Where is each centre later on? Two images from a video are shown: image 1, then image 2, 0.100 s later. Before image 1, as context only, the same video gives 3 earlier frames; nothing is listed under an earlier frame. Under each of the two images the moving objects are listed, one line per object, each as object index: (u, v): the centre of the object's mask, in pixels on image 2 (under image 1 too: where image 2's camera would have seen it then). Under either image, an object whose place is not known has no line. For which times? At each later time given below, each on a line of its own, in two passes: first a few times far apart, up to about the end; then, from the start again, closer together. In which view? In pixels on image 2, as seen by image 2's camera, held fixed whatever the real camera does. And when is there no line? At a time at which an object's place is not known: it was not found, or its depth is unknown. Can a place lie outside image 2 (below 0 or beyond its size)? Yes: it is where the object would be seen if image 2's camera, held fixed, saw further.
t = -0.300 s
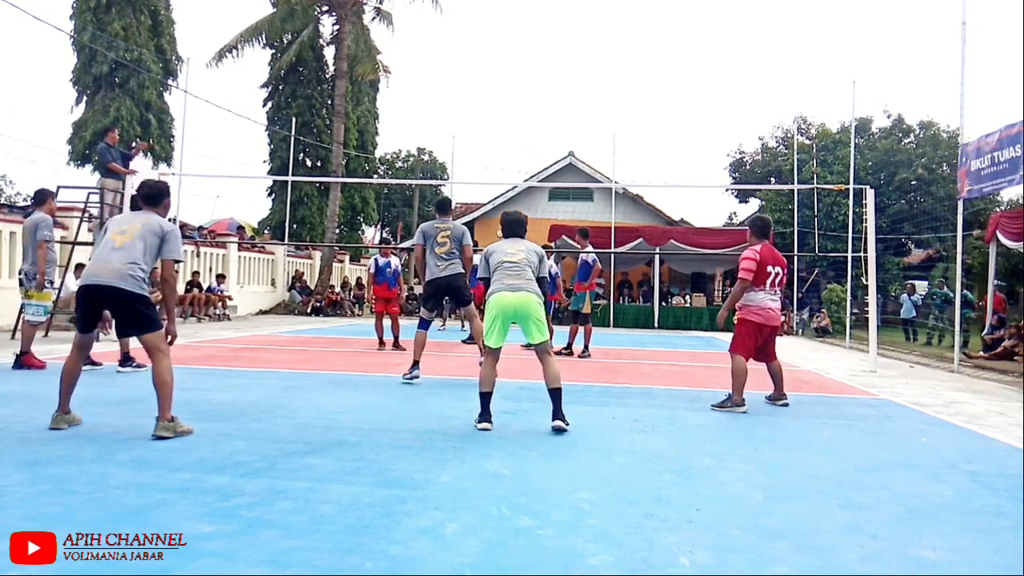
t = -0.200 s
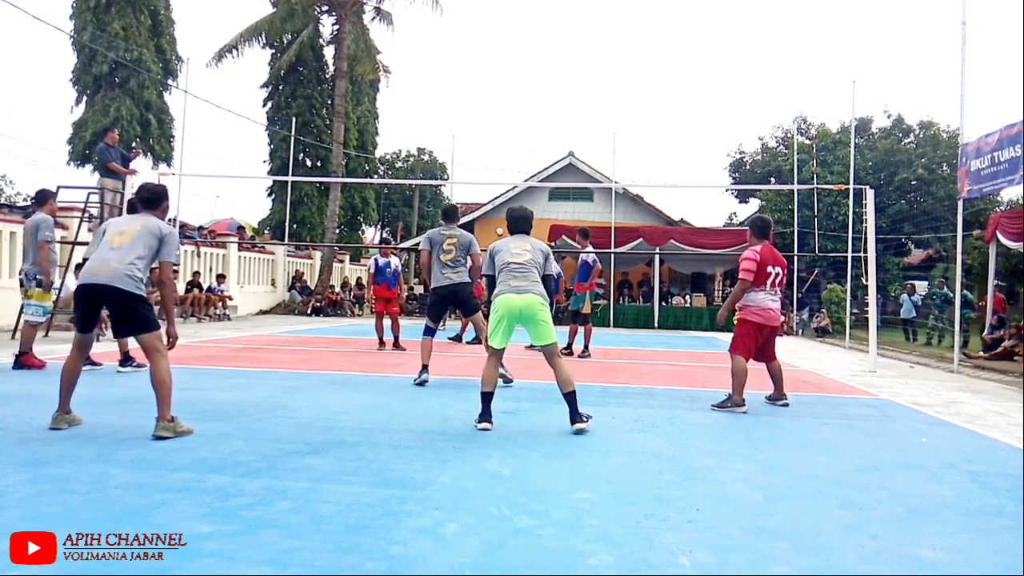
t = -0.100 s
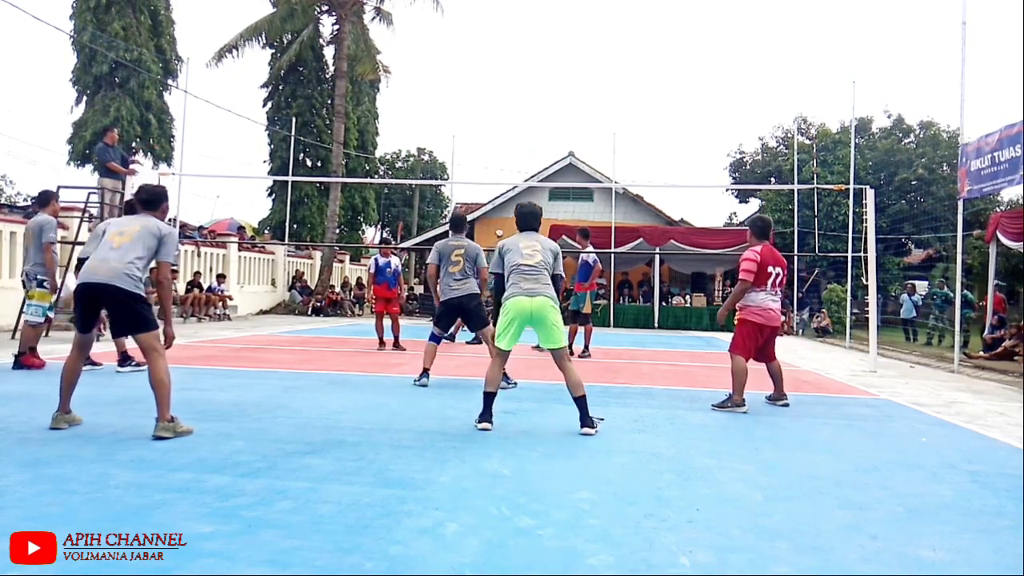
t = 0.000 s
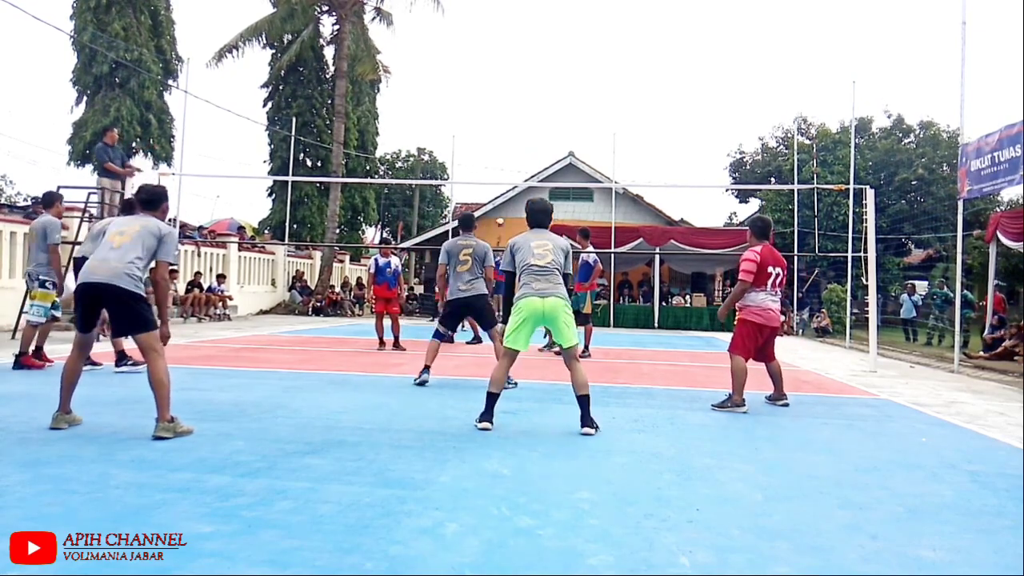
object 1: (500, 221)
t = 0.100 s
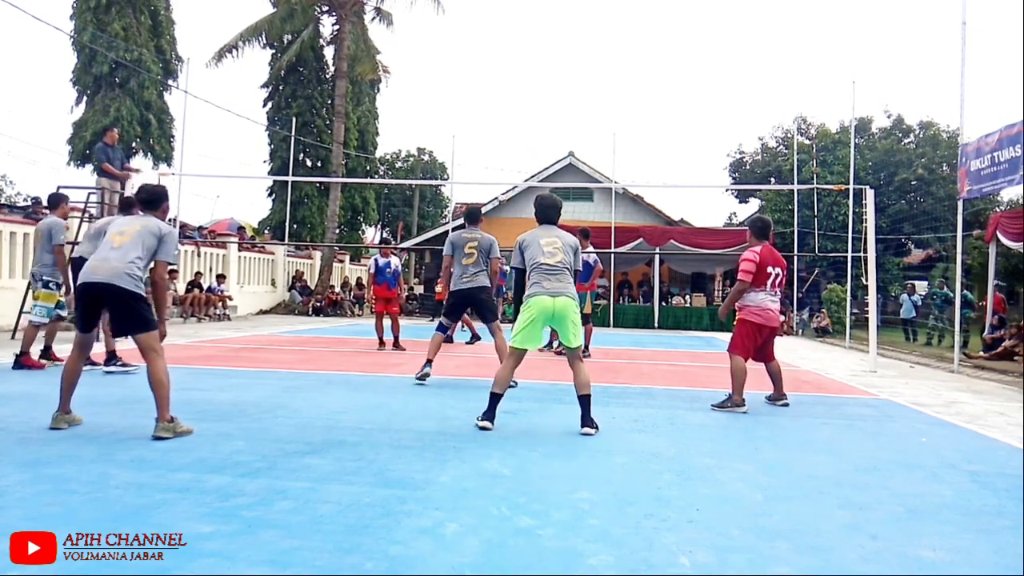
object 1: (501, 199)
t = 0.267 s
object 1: (505, 163)
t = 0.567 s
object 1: (520, 100)
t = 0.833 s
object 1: (546, 61)
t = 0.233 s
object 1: (504, 170)
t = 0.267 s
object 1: (505, 163)
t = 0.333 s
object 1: (508, 148)
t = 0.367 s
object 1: (509, 141)
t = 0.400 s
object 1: (510, 134)
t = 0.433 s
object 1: (512, 127)
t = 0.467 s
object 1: (514, 120)
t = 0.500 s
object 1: (516, 113)
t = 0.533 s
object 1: (518, 107)
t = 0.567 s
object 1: (520, 100)
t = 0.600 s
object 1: (523, 95)
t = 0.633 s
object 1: (525, 89)
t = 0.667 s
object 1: (528, 83)
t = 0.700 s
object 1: (531, 78)
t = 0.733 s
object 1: (534, 72)
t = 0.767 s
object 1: (538, 68)
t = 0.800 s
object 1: (542, 64)
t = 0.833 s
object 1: (546, 61)
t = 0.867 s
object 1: (550, 58)
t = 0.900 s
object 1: (555, 56)
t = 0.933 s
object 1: (560, 55)
